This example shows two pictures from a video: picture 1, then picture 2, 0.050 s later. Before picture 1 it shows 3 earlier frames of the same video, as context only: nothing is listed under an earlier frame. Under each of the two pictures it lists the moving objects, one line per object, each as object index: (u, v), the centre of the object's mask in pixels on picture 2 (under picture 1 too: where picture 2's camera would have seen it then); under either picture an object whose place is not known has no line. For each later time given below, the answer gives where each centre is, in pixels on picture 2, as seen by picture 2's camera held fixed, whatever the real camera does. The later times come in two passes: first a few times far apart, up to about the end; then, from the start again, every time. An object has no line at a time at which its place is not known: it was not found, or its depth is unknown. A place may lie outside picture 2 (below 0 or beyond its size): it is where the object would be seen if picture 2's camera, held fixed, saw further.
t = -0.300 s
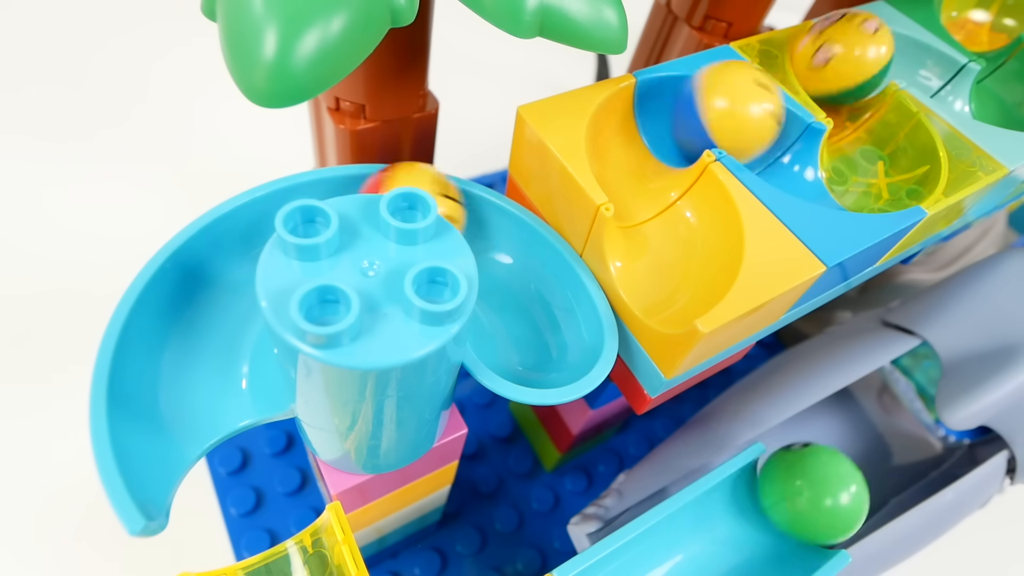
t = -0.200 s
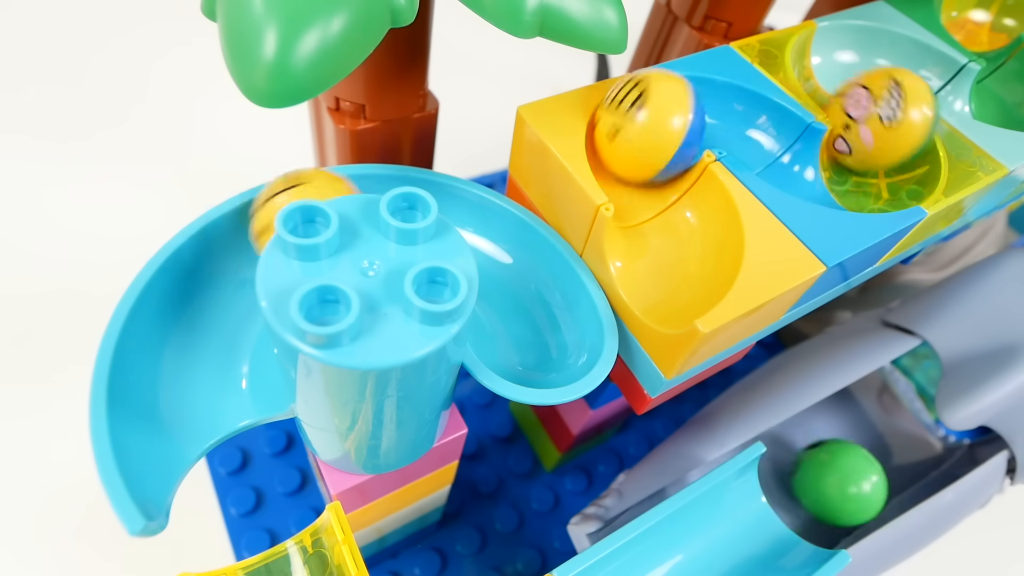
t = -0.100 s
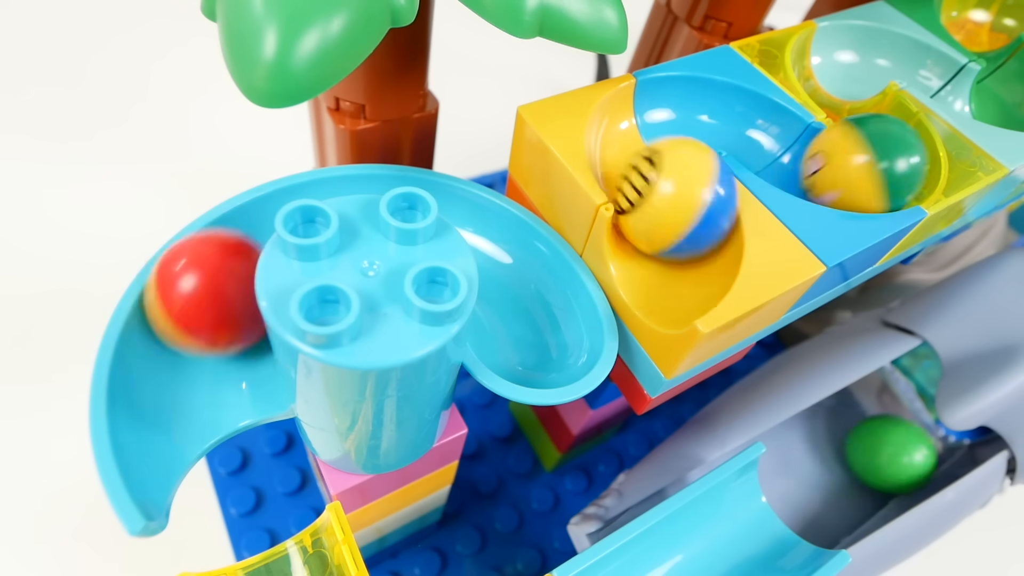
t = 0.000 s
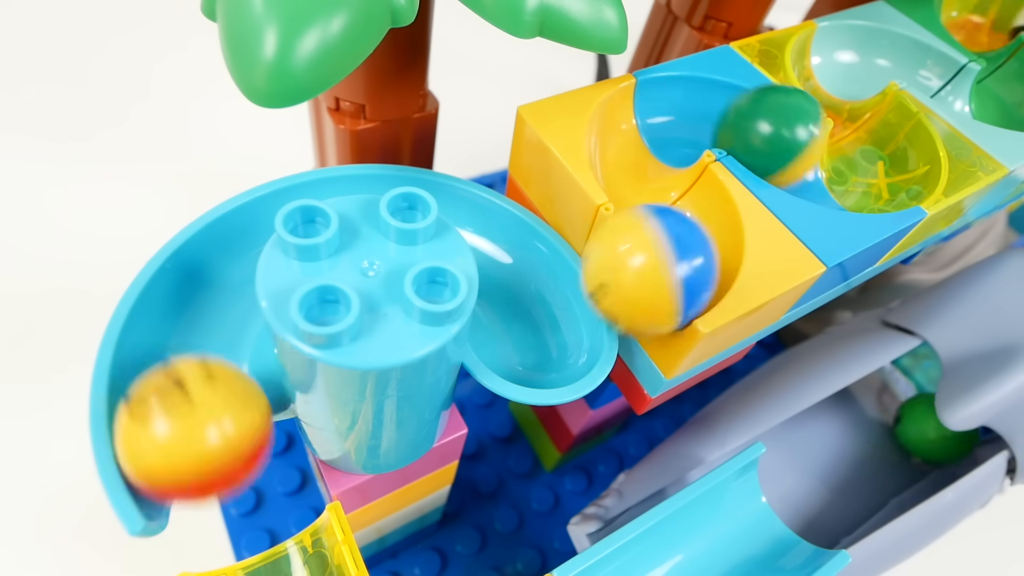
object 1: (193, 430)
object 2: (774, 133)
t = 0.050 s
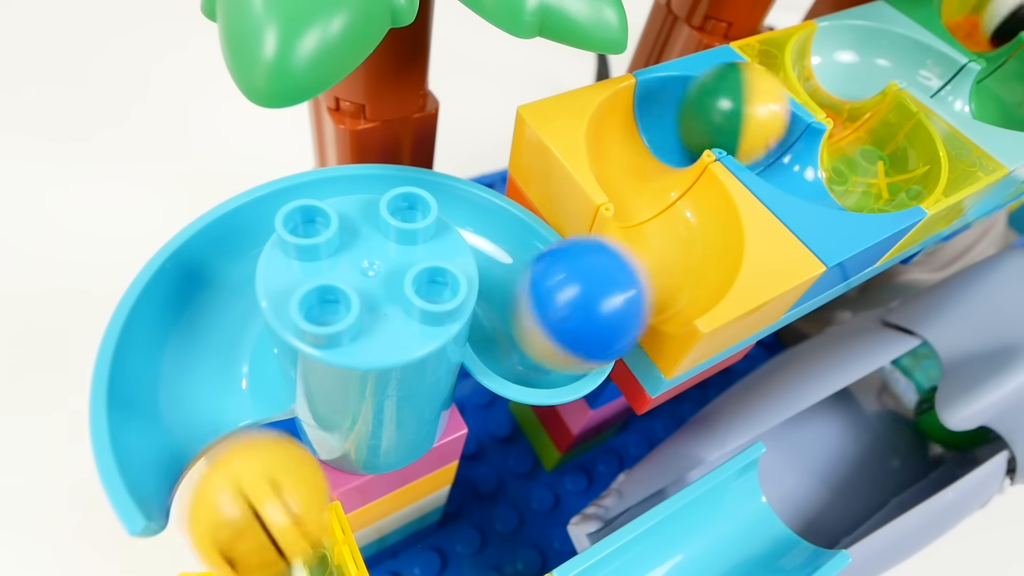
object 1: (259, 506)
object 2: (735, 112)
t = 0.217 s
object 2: (655, 176)
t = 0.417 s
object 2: (538, 323)
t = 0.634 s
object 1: (786, 517)
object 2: (460, 208)
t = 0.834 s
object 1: (859, 465)
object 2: (221, 266)
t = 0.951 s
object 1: (904, 426)
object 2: (188, 417)
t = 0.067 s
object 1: (274, 526)
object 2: (718, 109)
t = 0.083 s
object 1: (263, 545)
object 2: (700, 107)
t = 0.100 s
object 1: (285, 550)
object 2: (686, 108)
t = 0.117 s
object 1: (290, 564)
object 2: (672, 112)
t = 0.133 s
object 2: (658, 117)
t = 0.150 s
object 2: (649, 126)
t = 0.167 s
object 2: (643, 137)
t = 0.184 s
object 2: (642, 151)
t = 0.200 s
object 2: (645, 159)
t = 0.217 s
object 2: (655, 176)
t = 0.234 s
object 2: (656, 179)
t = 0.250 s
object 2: (677, 203)
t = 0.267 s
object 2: (683, 216)
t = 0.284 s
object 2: (680, 230)
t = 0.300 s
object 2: (678, 244)
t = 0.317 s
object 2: (671, 257)
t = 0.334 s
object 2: (658, 265)
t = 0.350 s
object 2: (641, 275)
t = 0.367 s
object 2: (618, 289)
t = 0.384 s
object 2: (597, 297)
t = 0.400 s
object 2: (566, 315)
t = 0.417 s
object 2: (538, 323)
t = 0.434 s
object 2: (541, 316)
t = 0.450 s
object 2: (534, 315)
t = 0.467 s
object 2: (525, 305)
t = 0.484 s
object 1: (668, 559)
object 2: (524, 297)
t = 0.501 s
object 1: (683, 554)
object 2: (522, 289)
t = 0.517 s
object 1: (697, 550)
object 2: (517, 280)
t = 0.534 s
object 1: (711, 547)
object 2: (512, 271)
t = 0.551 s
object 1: (726, 543)
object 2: (506, 261)
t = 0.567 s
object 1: (738, 539)
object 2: (499, 251)
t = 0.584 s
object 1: (751, 534)
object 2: (491, 240)
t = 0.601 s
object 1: (762, 528)
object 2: (482, 230)
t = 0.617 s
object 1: (774, 523)
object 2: (472, 219)
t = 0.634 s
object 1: (786, 517)
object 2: (460, 208)
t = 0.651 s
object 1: (795, 507)
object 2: (442, 196)
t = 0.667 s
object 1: (805, 500)
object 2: (422, 187)
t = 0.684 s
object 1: (814, 493)
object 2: (401, 182)
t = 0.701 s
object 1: (819, 490)
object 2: (374, 180)
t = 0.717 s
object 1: (818, 489)
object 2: (355, 181)
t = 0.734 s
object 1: (812, 491)
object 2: (337, 183)
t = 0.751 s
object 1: (816, 492)
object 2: (313, 189)
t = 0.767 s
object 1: (832, 488)
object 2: (287, 200)
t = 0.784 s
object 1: (842, 488)
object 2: (265, 215)
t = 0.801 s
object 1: (847, 485)
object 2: (246, 232)
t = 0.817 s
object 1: (853, 474)
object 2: (231, 249)
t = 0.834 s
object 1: (859, 465)
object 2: (221, 266)
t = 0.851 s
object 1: (865, 458)
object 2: (211, 284)
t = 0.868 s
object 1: (871, 451)
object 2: (201, 302)
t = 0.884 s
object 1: (877, 445)
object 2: (193, 321)
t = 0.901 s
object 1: (884, 439)
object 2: (188, 343)
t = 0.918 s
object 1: (890, 434)
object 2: (183, 367)
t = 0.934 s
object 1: (897, 429)
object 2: (183, 392)
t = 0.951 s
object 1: (904, 426)
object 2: (188, 417)
